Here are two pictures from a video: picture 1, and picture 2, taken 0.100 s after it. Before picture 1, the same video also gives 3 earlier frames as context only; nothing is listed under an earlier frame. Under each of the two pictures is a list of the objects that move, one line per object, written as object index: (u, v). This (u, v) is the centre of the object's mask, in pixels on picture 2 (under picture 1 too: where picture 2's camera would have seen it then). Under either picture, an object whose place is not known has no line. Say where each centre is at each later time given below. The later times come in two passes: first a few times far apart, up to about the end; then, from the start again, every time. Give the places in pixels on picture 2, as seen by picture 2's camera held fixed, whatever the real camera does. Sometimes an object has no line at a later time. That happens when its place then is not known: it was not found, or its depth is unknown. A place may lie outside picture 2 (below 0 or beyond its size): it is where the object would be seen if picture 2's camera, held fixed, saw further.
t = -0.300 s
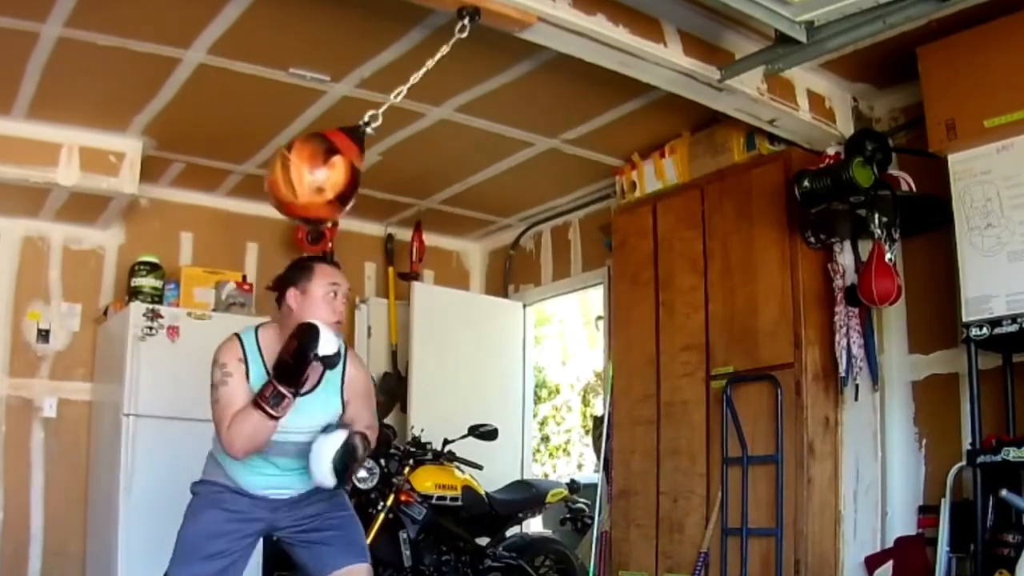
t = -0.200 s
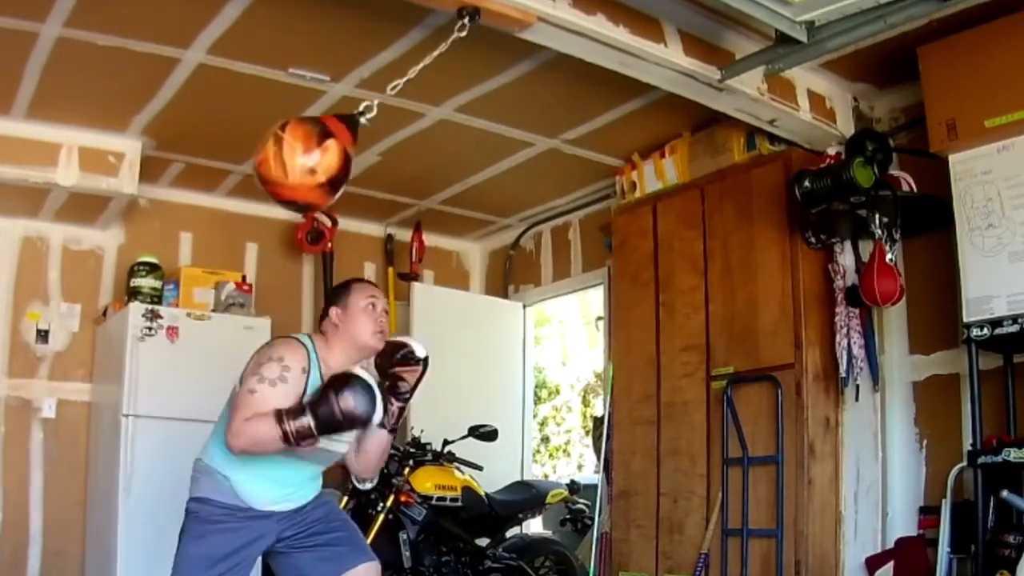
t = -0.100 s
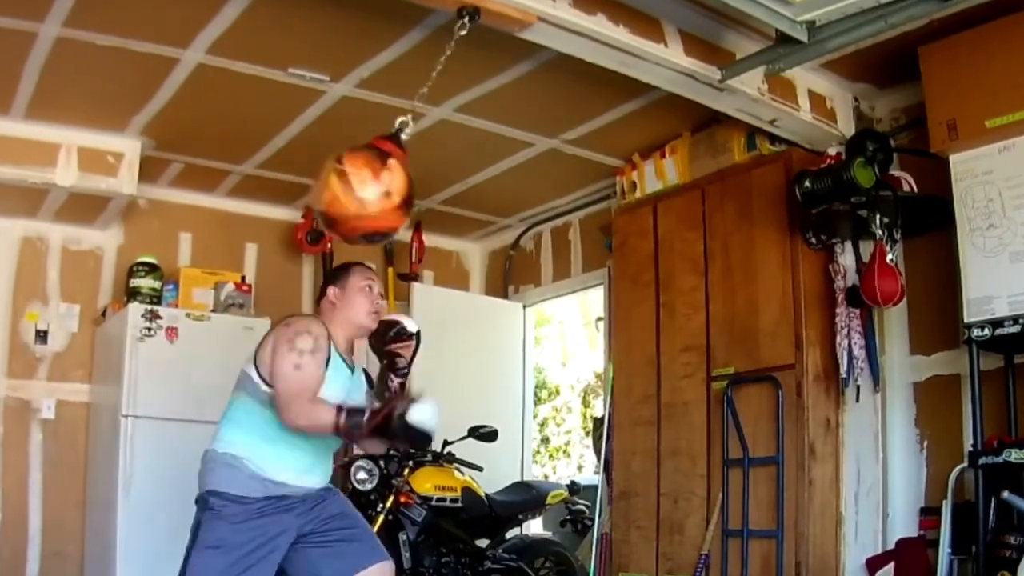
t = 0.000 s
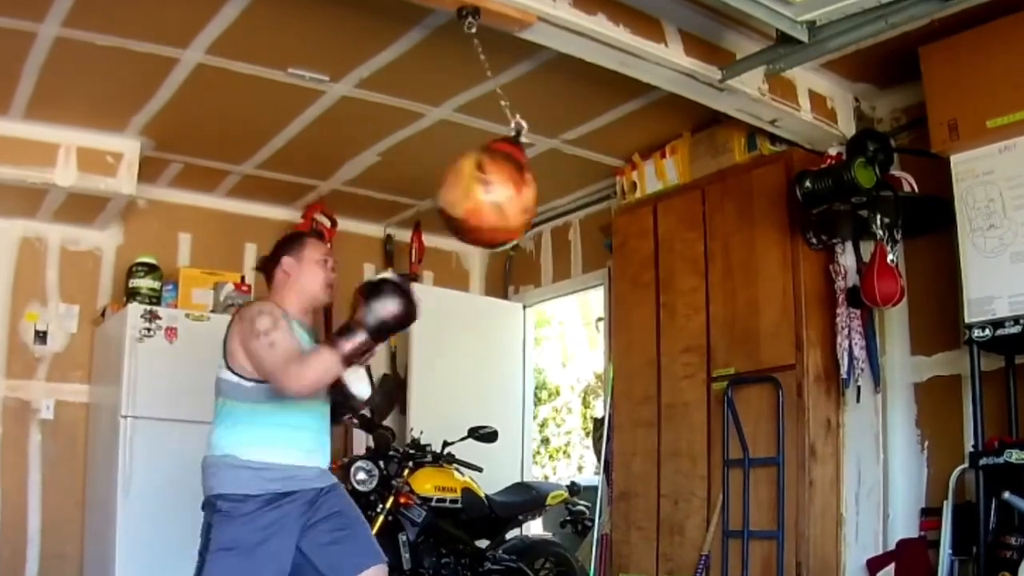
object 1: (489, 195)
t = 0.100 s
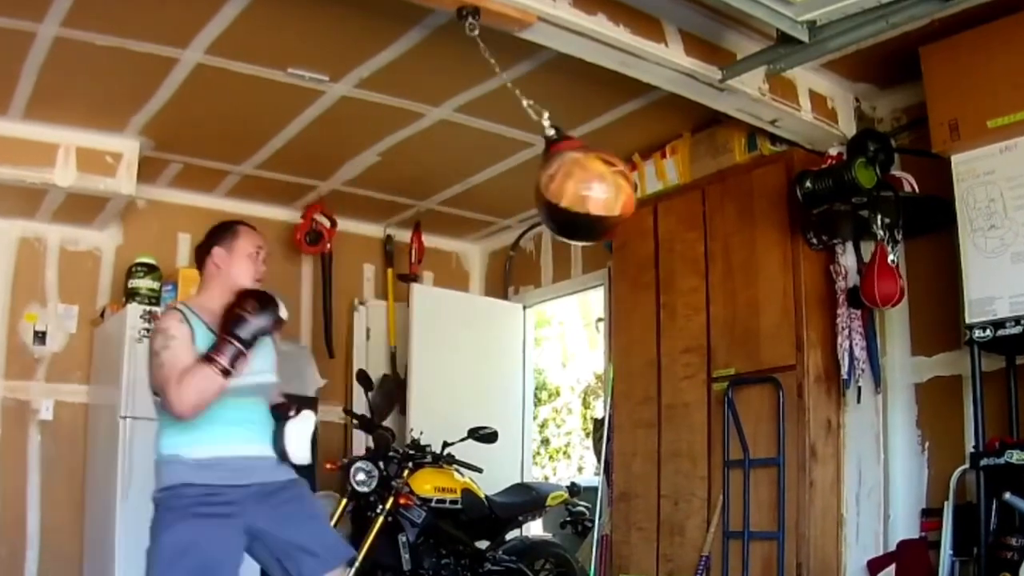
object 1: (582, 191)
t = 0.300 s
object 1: (569, 211)
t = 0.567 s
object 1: (336, 185)
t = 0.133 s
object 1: (597, 187)
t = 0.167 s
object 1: (604, 184)
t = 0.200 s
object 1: (608, 186)
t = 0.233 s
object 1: (602, 191)
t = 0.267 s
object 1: (590, 200)
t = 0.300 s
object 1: (569, 211)
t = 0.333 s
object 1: (544, 222)
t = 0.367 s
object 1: (514, 230)
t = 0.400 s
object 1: (479, 233)
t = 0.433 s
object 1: (443, 231)
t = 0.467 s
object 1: (409, 224)
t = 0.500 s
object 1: (379, 212)
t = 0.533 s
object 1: (353, 198)
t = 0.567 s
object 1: (336, 185)
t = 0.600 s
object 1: (326, 174)
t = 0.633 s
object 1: (323, 167)
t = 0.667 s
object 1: (326, 166)
